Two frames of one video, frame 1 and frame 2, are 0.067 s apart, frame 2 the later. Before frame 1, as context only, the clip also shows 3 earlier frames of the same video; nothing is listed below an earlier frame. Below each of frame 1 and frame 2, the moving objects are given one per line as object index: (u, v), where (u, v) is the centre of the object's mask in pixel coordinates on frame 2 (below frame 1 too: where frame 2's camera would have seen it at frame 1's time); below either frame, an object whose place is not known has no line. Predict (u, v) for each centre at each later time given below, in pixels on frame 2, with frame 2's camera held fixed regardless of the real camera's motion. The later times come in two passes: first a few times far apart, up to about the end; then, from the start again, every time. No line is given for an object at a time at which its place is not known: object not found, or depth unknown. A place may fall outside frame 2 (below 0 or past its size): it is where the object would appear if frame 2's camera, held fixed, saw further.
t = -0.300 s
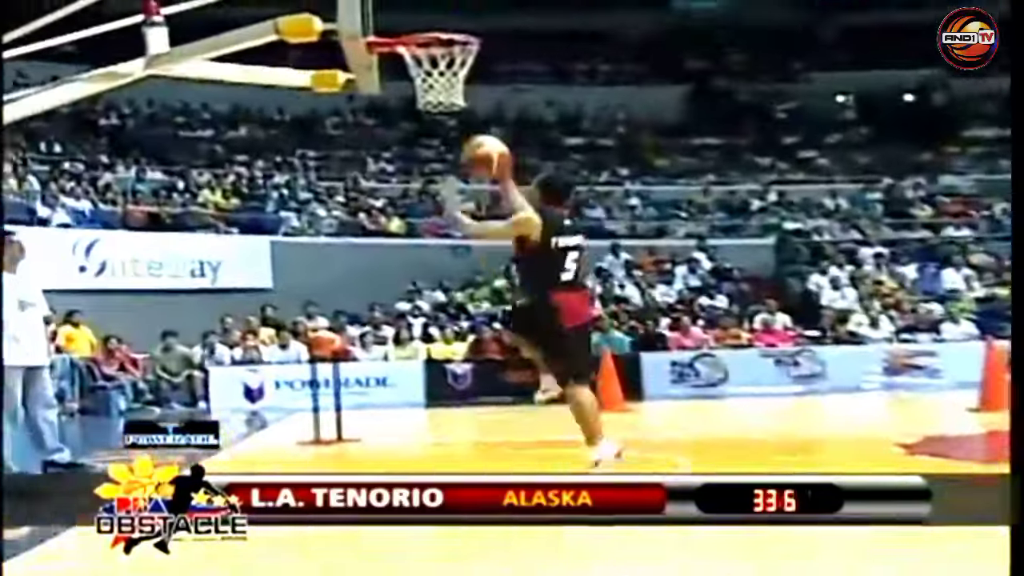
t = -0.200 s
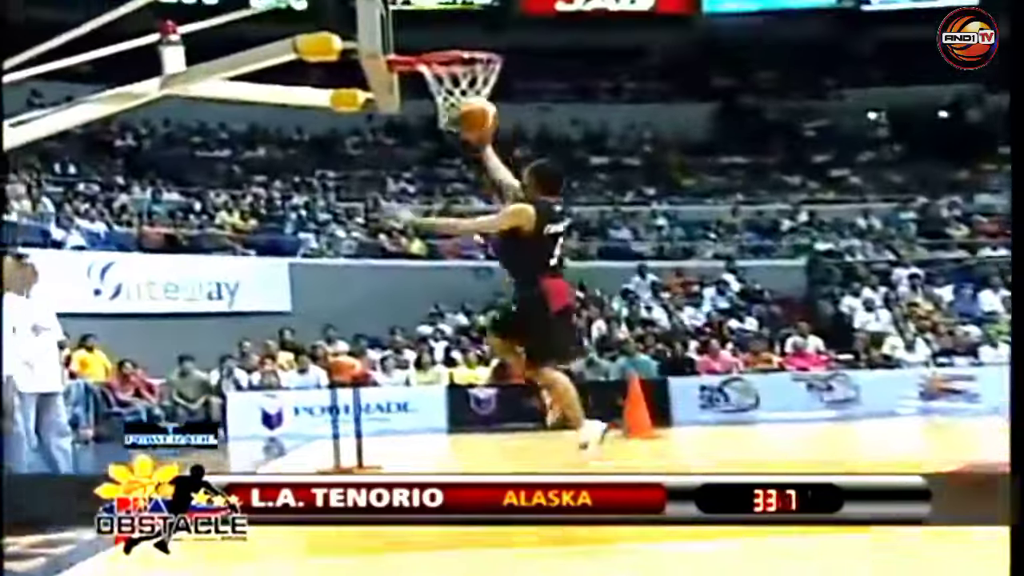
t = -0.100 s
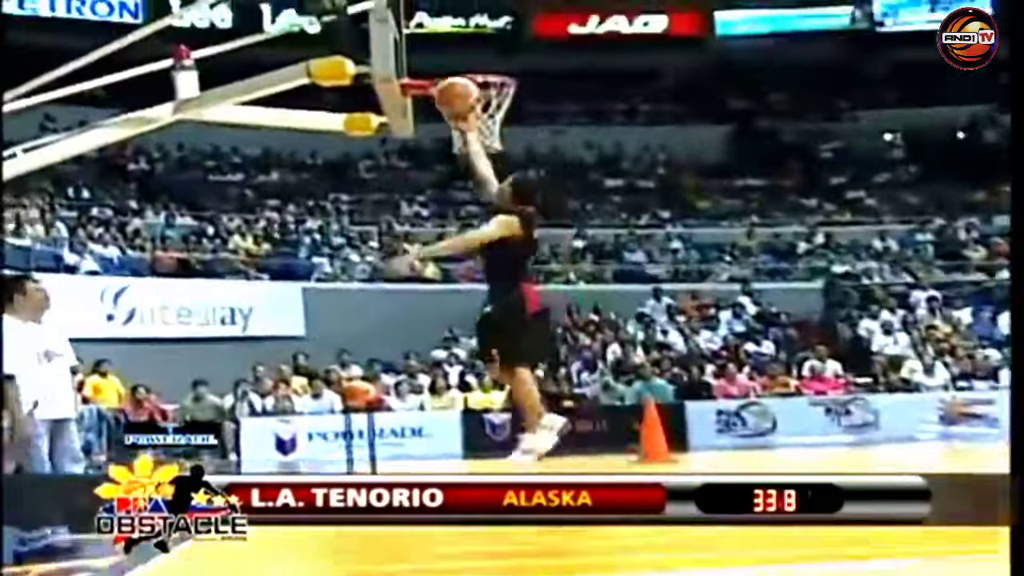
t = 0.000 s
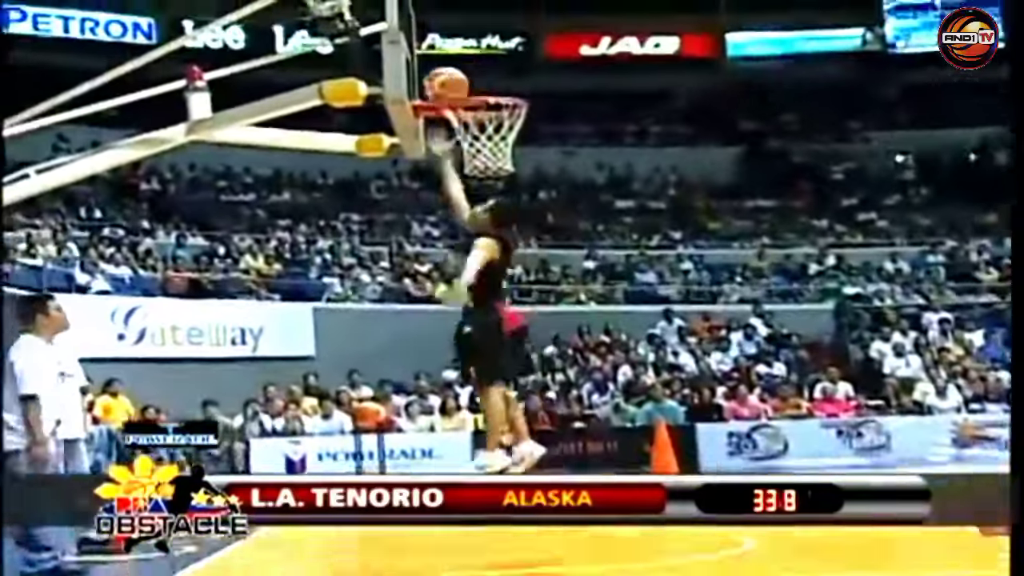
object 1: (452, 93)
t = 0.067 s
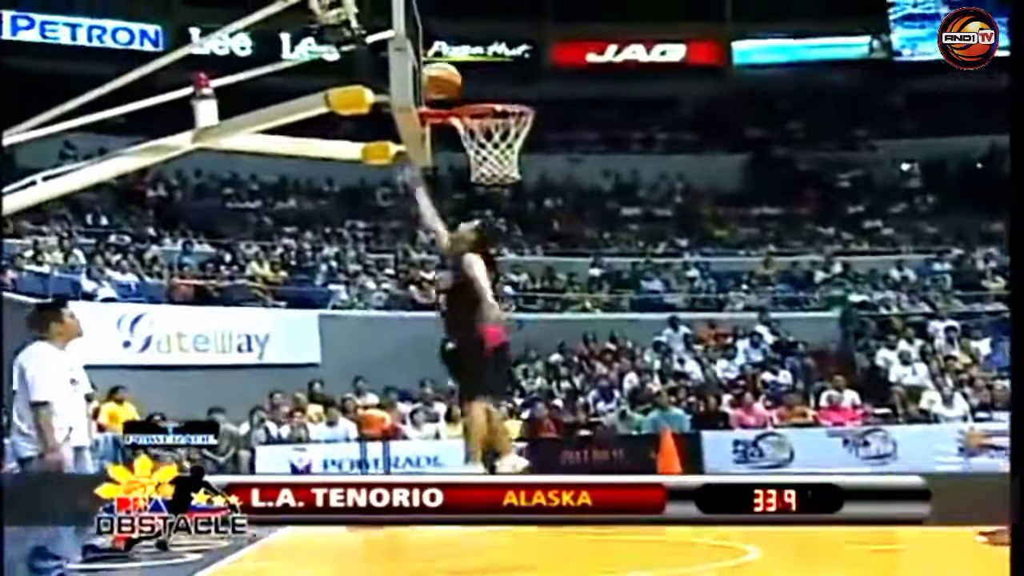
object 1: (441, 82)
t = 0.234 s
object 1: (462, 78)
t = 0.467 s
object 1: (503, 125)
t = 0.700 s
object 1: (516, 204)
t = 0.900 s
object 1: (507, 301)
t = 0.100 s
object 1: (439, 78)
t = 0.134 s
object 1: (444, 77)
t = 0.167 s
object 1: (449, 75)
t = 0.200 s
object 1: (457, 76)
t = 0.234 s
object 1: (462, 78)
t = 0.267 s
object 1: (468, 81)
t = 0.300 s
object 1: (475, 86)
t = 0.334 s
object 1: (480, 91)
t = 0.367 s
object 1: (486, 101)
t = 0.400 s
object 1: (494, 100)
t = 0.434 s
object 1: (497, 119)
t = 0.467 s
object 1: (503, 125)
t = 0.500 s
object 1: (518, 141)
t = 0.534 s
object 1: (516, 162)
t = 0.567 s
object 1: (519, 172)
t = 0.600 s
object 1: (517, 178)
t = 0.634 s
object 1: (518, 184)
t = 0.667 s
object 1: (517, 193)
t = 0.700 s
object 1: (516, 204)
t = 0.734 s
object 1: (515, 217)
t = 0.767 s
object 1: (514, 232)
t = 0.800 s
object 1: (513, 245)
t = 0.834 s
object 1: (512, 264)
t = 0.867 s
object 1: (512, 283)
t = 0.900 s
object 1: (507, 301)
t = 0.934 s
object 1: (512, 326)
